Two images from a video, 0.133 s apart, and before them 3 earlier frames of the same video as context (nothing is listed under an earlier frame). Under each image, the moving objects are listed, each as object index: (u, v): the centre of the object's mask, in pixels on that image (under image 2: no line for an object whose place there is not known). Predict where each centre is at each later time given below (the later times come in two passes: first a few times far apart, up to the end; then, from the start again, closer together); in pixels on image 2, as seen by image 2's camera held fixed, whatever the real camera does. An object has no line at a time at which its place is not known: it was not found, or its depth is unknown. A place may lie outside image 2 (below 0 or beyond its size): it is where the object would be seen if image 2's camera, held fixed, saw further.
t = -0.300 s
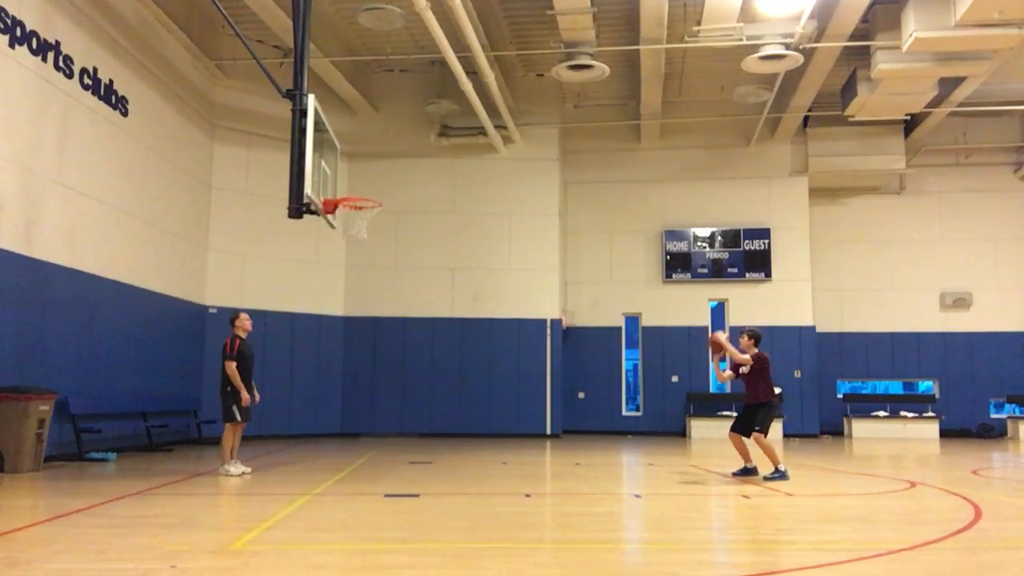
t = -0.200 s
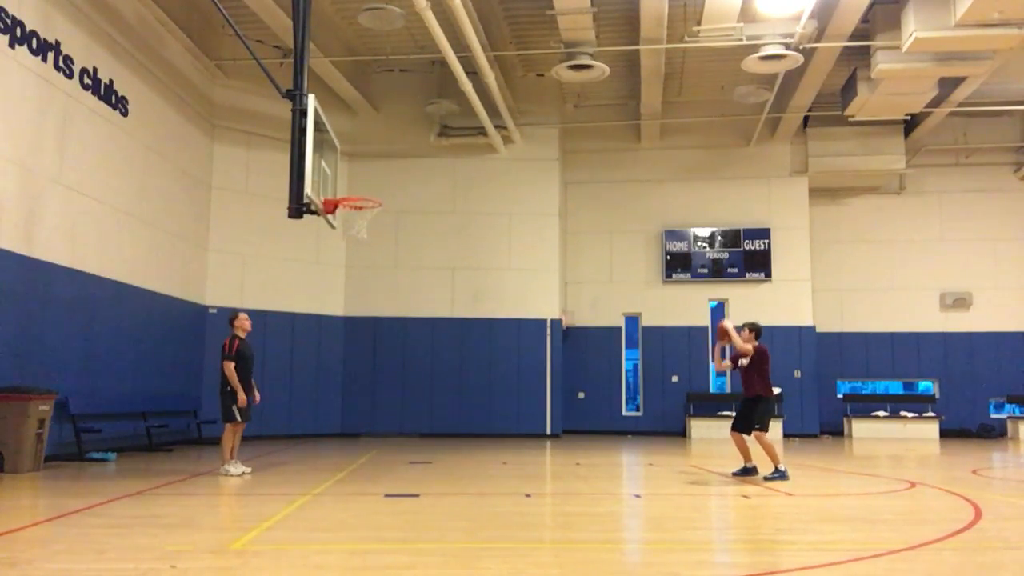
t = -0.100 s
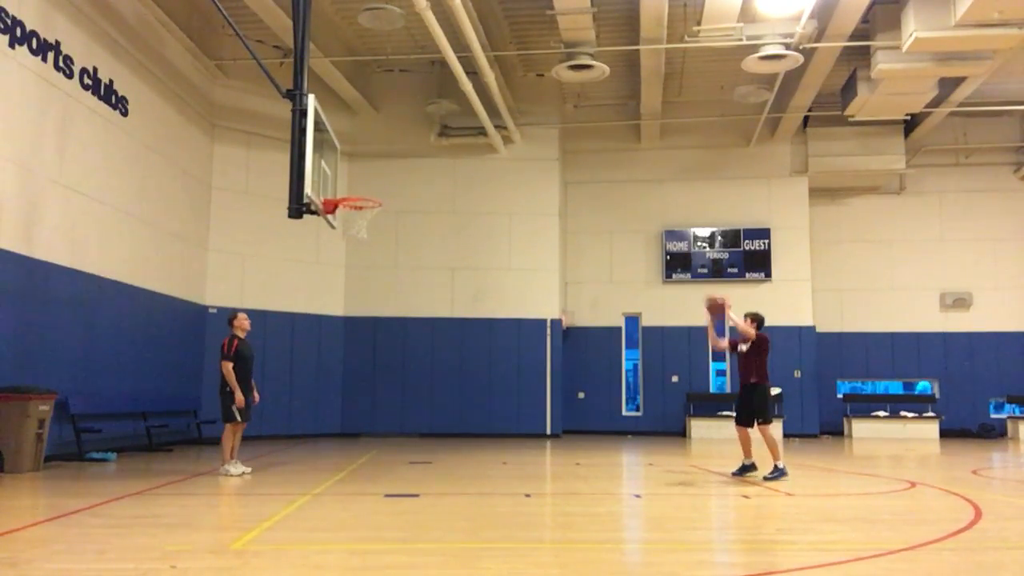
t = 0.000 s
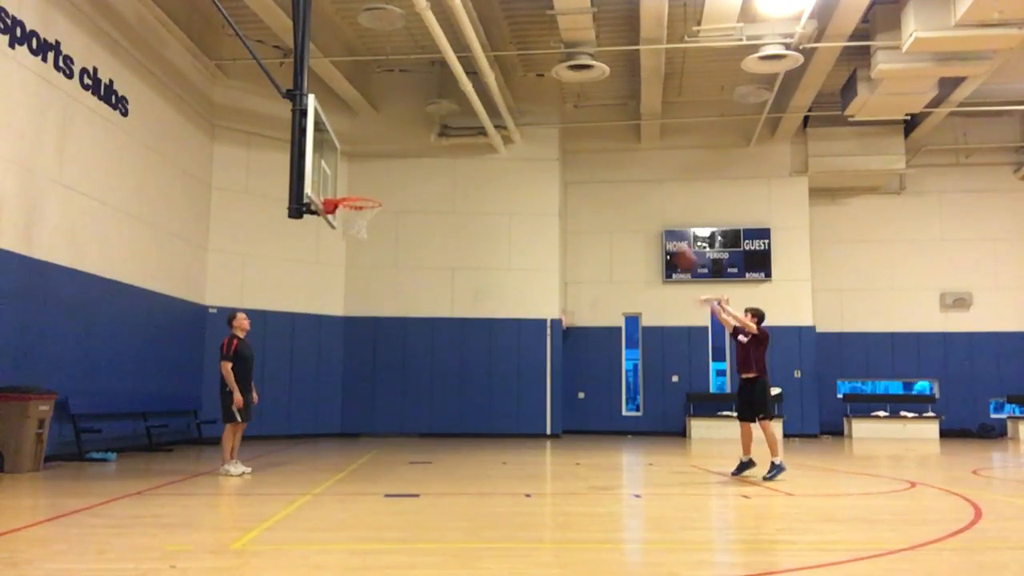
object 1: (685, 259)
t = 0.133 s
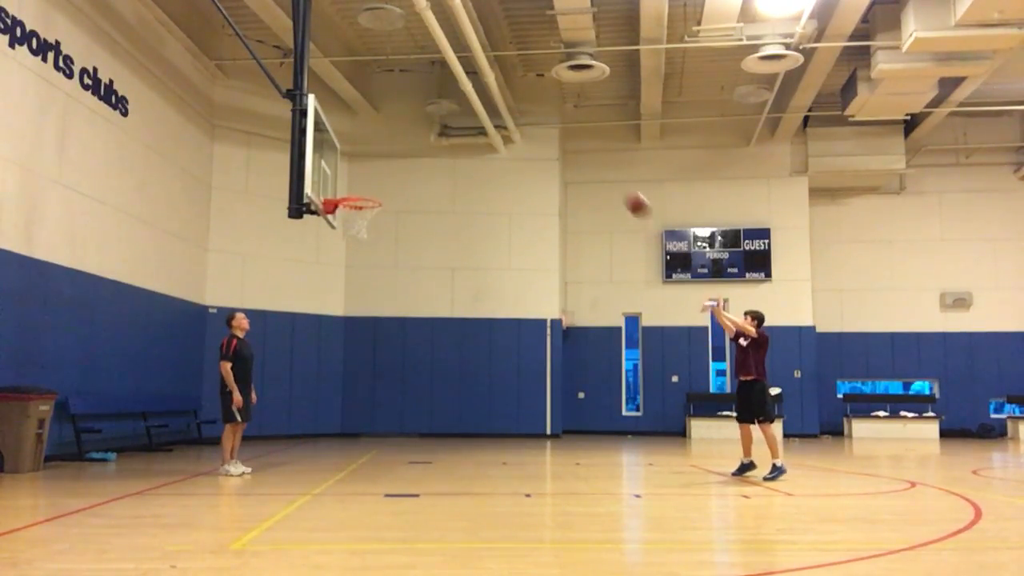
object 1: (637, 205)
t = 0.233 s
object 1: (603, 175)
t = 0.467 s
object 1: (524, 137)
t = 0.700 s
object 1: (443, 145)
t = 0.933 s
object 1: (367, 194)
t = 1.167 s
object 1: (322, 252)
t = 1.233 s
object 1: (313, 271)
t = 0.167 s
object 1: (625, 193)
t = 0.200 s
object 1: (614, 183)
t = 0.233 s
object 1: (603, 175)
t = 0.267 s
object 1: (590, 166)
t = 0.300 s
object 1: (580, 159)
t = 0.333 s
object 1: (569, 153)
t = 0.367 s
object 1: (557, 148)
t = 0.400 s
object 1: (547, 144)
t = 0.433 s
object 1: (536, 140)
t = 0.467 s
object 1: (524, 137)
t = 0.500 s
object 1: (513, 136)
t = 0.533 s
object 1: (500, 136)
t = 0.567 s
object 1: (489, 136)
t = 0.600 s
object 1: (479, 137)
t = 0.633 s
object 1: (468, 138)
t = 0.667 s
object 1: (455, 143)
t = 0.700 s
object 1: (443, 145)
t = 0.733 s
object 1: (434, 149)
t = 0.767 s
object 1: (423, 154)
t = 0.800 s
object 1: (410, 161)
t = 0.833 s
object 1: (400, 168)
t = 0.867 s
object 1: (388, 177)
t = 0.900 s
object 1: (377, 186)
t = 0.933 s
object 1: (367, 194)
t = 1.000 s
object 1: (344, 217)
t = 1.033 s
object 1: (337, 225)
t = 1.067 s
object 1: (333, 230)
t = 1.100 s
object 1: (329, 237)
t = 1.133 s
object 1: (325, 243)
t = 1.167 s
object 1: (322, 252)
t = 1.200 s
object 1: (317, 261)
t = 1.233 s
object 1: (313, 271)
